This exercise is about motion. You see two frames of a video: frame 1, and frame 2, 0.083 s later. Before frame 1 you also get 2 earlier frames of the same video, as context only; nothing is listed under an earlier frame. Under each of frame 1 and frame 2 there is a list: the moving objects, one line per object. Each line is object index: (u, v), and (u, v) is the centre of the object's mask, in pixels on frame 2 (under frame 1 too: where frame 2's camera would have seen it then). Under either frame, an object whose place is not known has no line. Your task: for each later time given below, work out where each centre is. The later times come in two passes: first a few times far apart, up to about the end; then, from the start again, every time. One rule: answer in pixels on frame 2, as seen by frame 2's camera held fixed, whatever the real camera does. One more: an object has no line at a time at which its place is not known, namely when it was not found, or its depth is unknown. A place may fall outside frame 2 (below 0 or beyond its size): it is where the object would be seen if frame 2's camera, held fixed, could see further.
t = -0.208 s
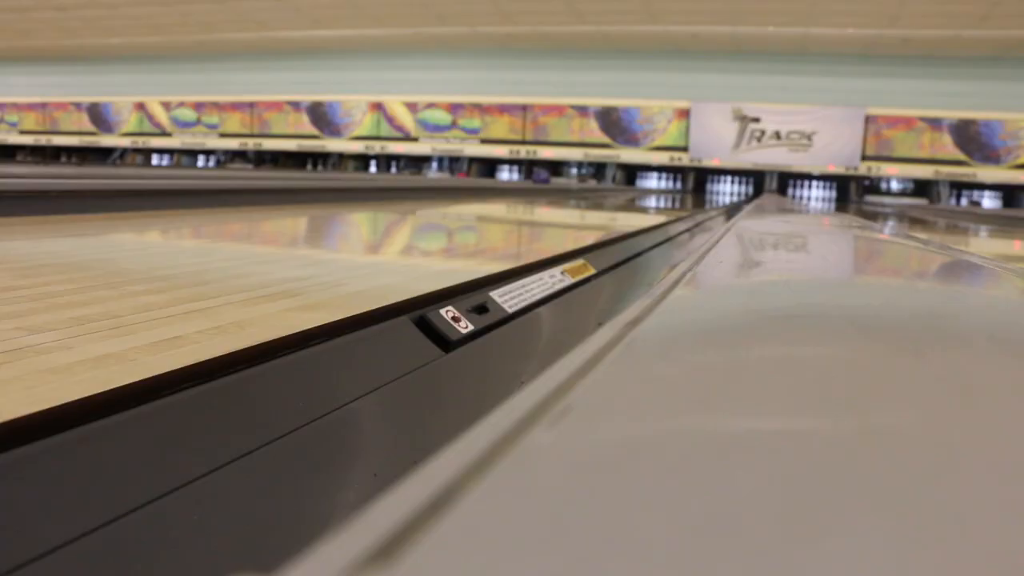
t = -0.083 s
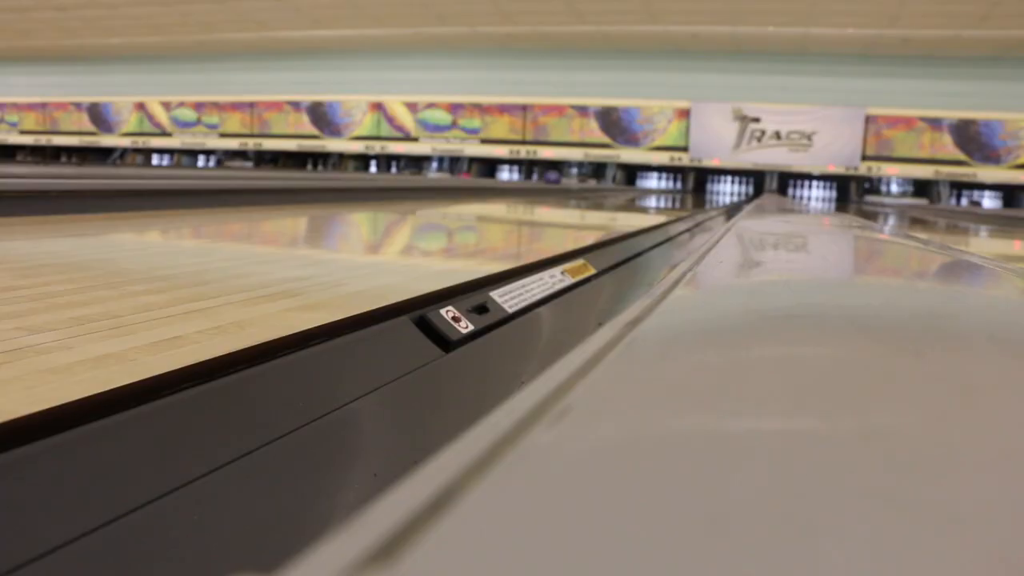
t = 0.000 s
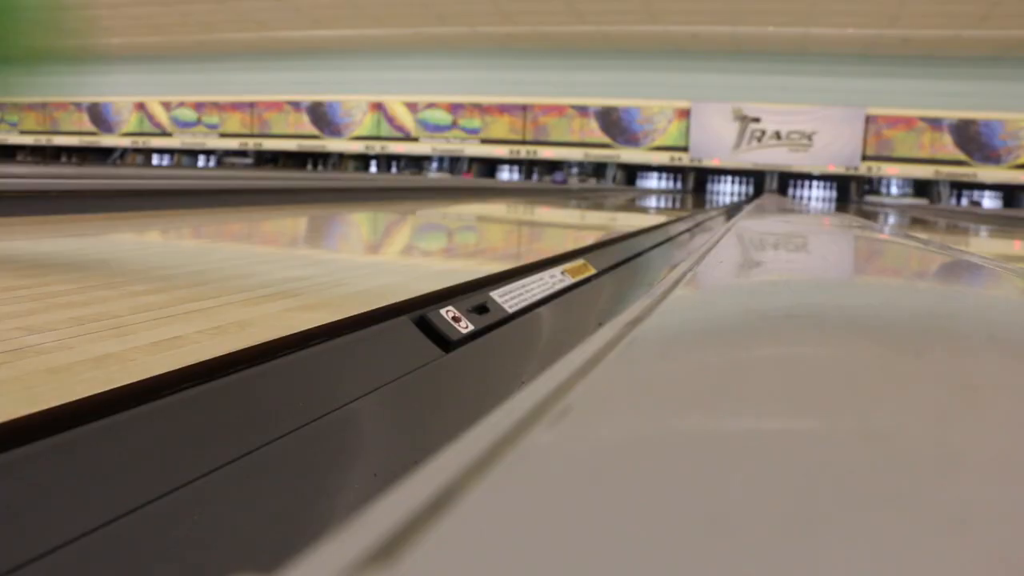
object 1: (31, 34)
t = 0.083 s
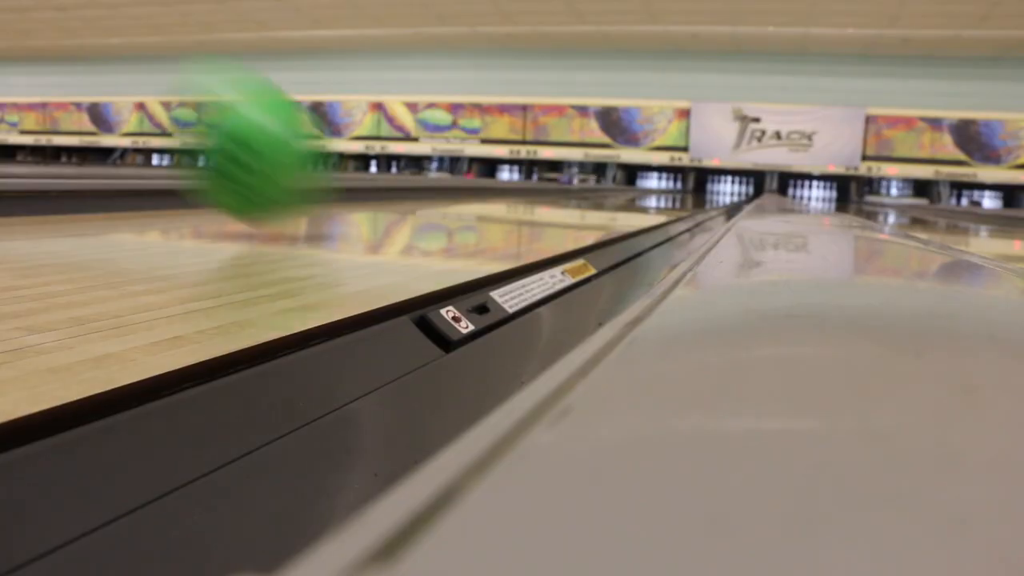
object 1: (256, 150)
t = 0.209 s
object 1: (439, 173)
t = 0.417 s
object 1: (564, 180)
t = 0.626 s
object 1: (619, 182)
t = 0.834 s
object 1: (651, 183)
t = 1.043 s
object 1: (673, 186)
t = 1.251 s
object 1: (689, 185)
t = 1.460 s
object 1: (699, 186)
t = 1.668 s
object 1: (708, 186)
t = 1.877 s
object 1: (714, 187)
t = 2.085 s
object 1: (719, 187)
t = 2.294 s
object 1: (723, 187)
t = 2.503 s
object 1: (727, 187)
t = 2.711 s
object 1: (729, 188)
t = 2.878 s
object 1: (730, 187)
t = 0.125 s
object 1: (336, 167)
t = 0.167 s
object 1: (394, 168)
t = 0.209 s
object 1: (439, 173)
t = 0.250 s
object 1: (473, 175)
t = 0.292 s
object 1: (503, 176)
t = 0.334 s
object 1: (527, 178)
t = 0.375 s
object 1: (547, 178)
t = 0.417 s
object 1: (564, 180)
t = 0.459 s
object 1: (578, 180)
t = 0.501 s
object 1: (591, 180)
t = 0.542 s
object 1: (602, 180)
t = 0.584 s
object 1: (611, 181)
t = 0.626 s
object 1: (619, 182)
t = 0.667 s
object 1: (627, 182)
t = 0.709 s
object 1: (633, 183)
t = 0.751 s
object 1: (640, 183)
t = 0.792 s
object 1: (646, 183)
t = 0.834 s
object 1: (651, 183)
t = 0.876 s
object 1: (657, 185)
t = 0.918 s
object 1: (662, 184)
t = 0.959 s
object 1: (666, 185)
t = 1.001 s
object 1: (670, 185)
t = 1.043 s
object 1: (673, 186)
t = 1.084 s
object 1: (677, 185)
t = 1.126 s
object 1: (680, 185)
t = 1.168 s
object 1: (683, 186)
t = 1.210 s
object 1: (685, 185)
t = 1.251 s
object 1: (689, 185)
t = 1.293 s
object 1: (691, 186)
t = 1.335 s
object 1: (694, 186)
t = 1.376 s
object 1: (696, 185)
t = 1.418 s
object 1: (697, 186)
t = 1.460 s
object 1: (699, 186)
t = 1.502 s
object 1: (701, 186)
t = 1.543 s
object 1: (703, 186)
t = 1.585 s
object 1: (705, 187)
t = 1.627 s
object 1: (706, 186)
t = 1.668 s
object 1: (708, 186)
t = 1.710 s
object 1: (709, 186)
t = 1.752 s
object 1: (710, 186)
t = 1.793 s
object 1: (712, 187)
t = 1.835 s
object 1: (713, 187)
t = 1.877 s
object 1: (714, 187)
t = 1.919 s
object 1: (715, 187)
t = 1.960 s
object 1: (716, 187)
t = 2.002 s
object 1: (718, 187)
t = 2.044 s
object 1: (718, 187)
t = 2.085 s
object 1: (719, 187)
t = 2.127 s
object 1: (720, 187)
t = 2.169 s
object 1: (721, 187)
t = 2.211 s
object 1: (722, 187)
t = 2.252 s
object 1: (723, 187)
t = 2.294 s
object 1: (723, 187)
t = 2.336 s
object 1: (723, 187)
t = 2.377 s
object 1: (724, 187)
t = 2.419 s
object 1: (724, 187)
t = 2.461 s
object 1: (725, 187)
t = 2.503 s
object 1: (727, 187)
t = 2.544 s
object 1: (727, 187)
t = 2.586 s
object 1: (728, 187)
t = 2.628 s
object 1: (728, 187)
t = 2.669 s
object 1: (729, 188)
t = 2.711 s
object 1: (729, 188)
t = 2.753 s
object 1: (729, 188)
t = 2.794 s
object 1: (730, 187)
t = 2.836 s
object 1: (730, 187)
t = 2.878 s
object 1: (730, 187)
